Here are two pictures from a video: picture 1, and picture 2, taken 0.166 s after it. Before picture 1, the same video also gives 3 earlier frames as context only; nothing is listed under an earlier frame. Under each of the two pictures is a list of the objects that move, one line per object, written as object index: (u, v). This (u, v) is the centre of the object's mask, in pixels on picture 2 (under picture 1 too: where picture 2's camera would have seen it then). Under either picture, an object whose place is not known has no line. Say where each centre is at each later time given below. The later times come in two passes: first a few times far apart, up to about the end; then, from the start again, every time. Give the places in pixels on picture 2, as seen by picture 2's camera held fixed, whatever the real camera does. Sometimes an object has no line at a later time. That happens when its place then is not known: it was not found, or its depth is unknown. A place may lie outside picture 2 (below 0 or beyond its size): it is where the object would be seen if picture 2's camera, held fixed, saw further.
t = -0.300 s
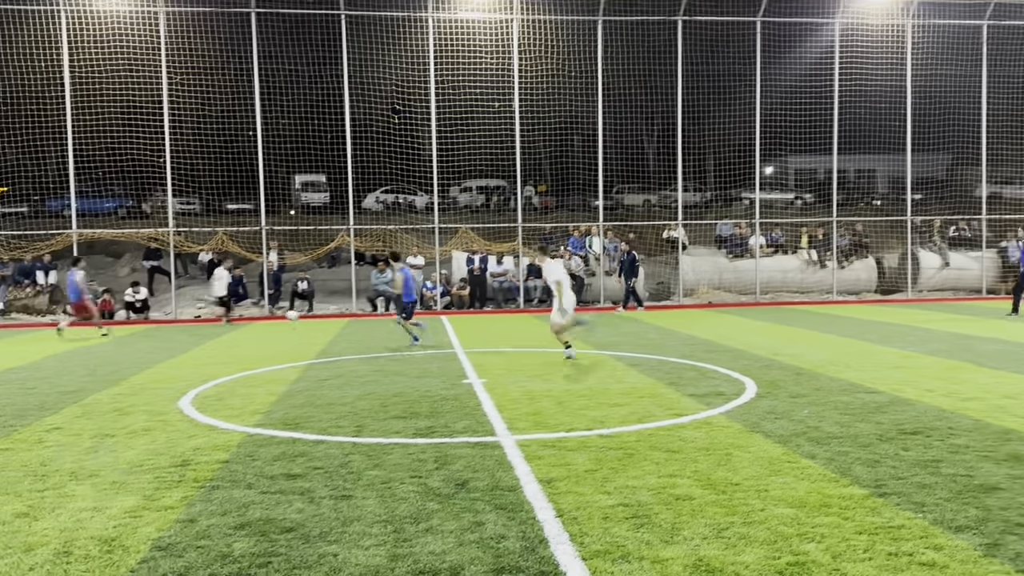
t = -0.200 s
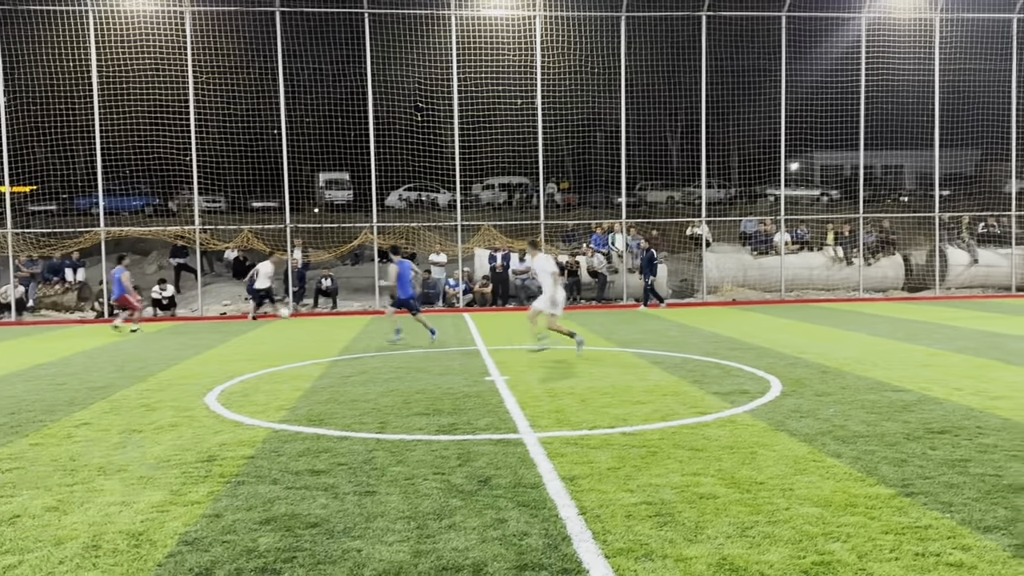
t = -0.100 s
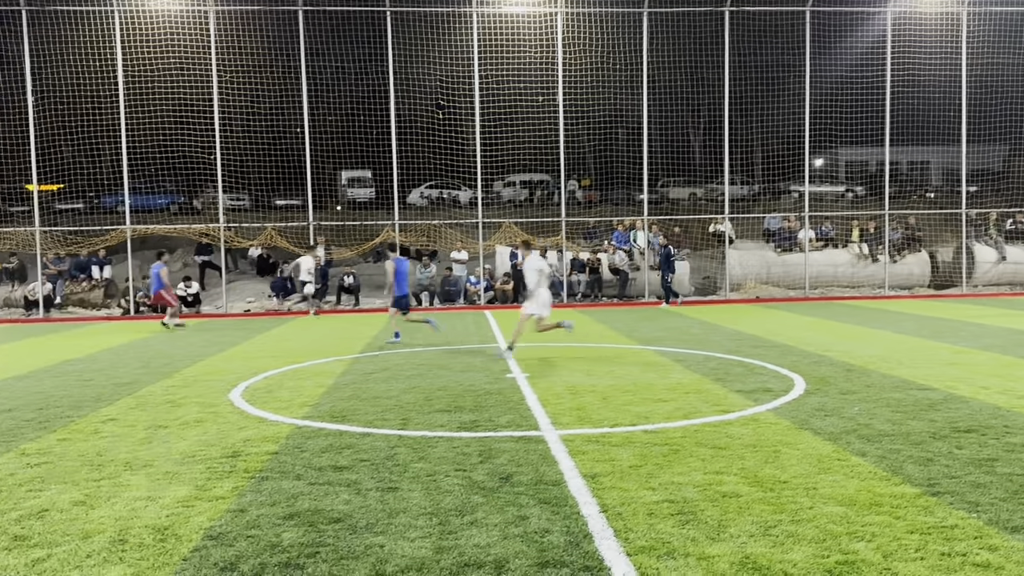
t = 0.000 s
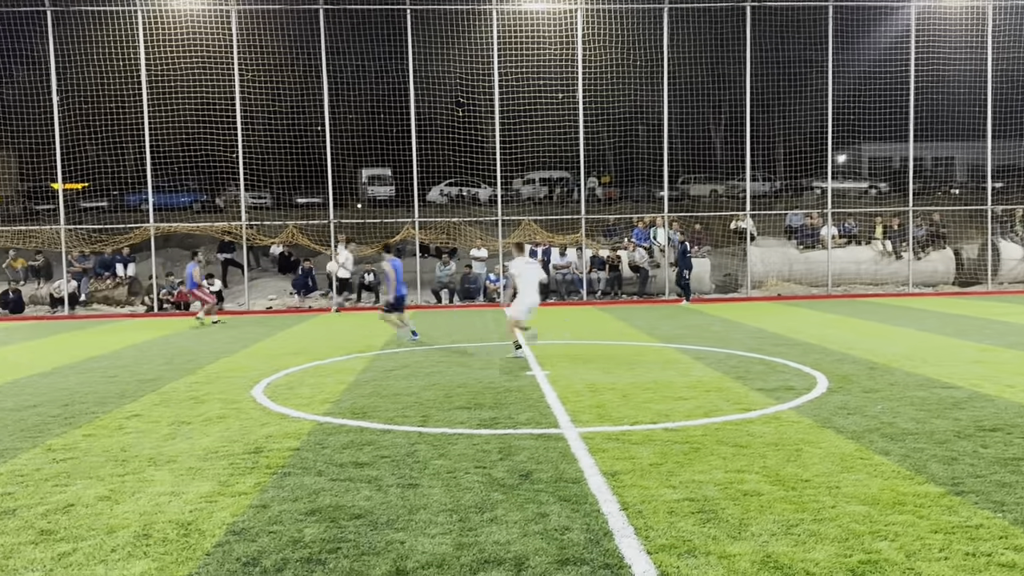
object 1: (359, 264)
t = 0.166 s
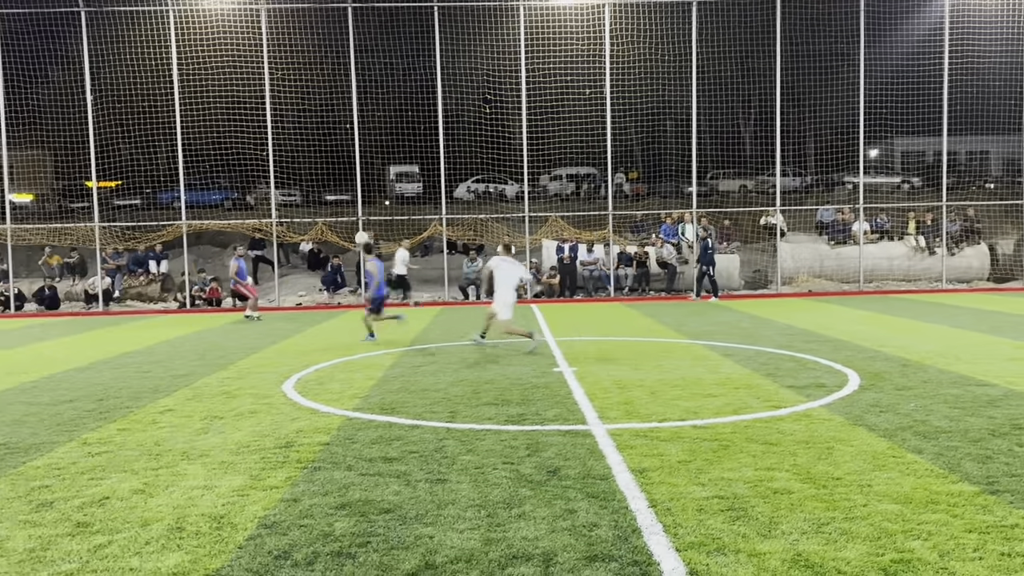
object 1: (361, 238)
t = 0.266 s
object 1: (360, 227)
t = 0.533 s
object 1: (349, 227)
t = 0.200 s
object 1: (361, 234)
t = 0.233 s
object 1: (361, 230)
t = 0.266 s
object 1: (360, 227)
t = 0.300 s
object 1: (360, 225)
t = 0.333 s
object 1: (359, 223)
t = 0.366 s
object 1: (358, 222)
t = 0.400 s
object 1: (357, 221)
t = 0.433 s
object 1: (355, 221)
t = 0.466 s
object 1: (354, 222)
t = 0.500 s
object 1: (351, 224)
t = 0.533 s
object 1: (349, 227)
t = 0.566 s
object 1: (346, 231)
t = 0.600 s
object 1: (343, 237)
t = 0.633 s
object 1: (340, 243)
